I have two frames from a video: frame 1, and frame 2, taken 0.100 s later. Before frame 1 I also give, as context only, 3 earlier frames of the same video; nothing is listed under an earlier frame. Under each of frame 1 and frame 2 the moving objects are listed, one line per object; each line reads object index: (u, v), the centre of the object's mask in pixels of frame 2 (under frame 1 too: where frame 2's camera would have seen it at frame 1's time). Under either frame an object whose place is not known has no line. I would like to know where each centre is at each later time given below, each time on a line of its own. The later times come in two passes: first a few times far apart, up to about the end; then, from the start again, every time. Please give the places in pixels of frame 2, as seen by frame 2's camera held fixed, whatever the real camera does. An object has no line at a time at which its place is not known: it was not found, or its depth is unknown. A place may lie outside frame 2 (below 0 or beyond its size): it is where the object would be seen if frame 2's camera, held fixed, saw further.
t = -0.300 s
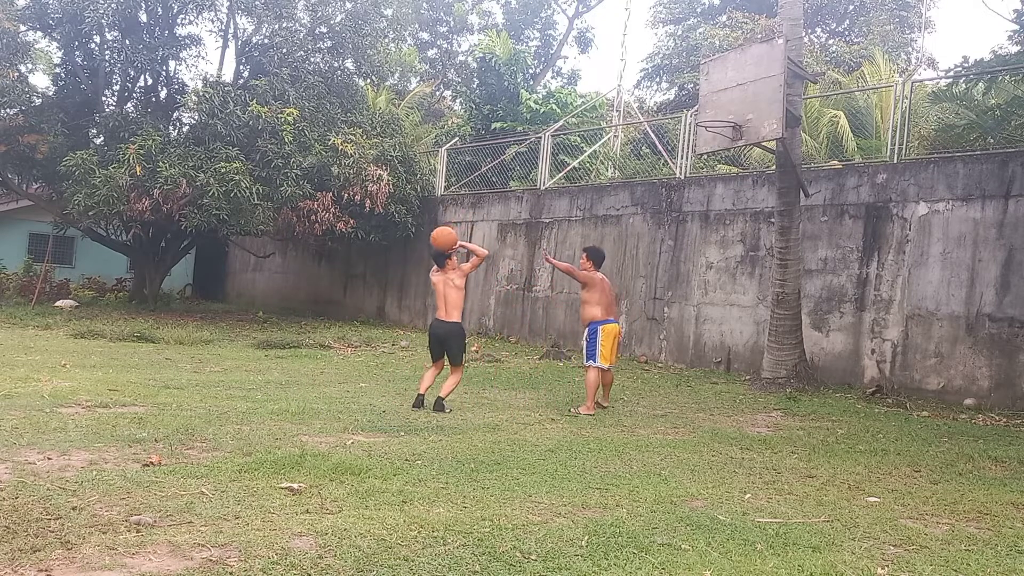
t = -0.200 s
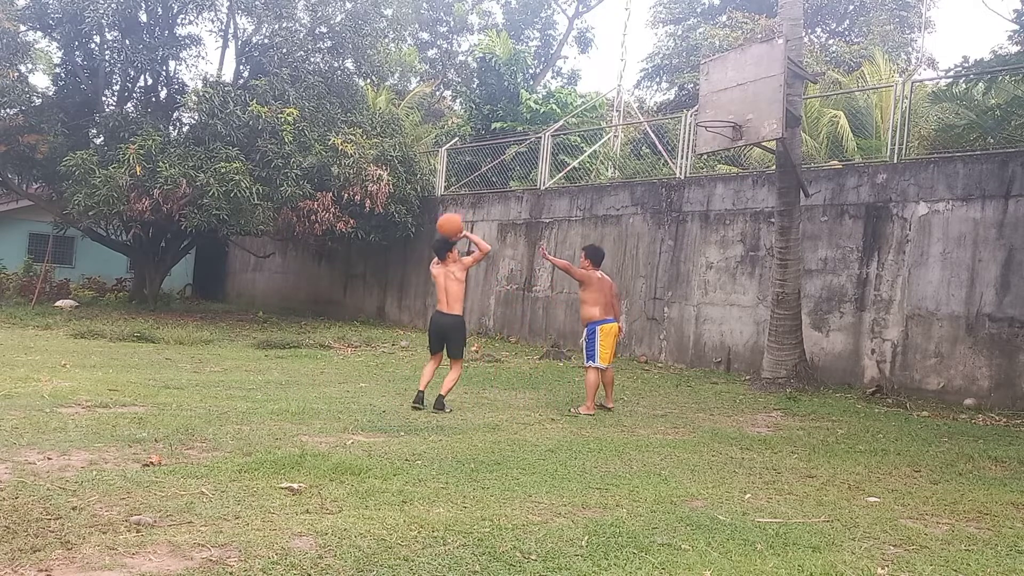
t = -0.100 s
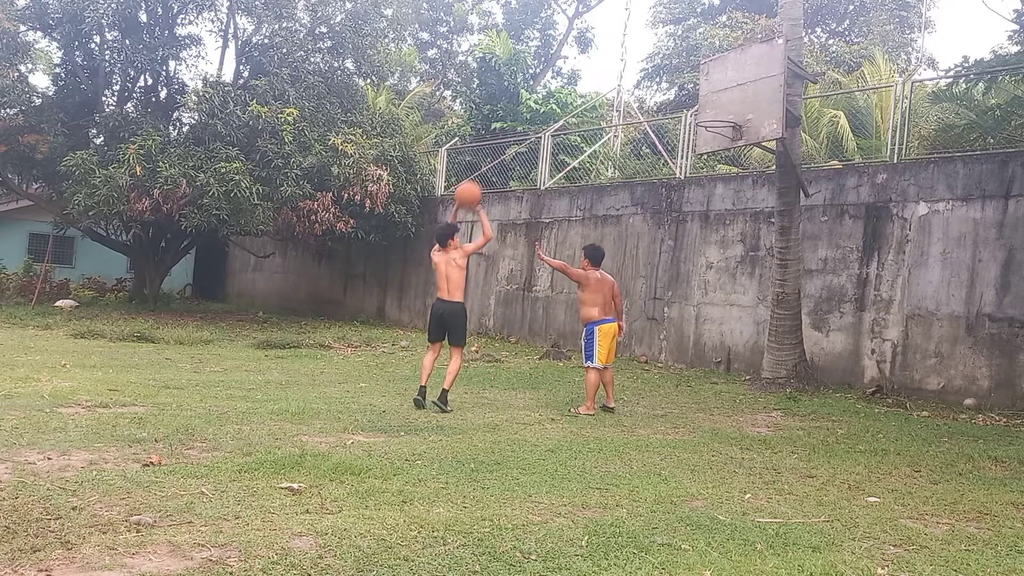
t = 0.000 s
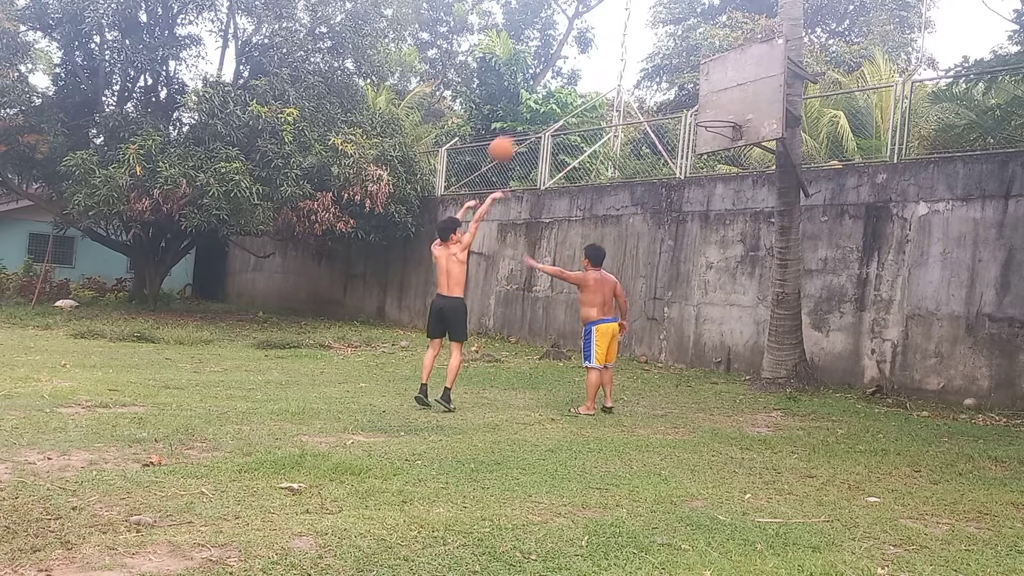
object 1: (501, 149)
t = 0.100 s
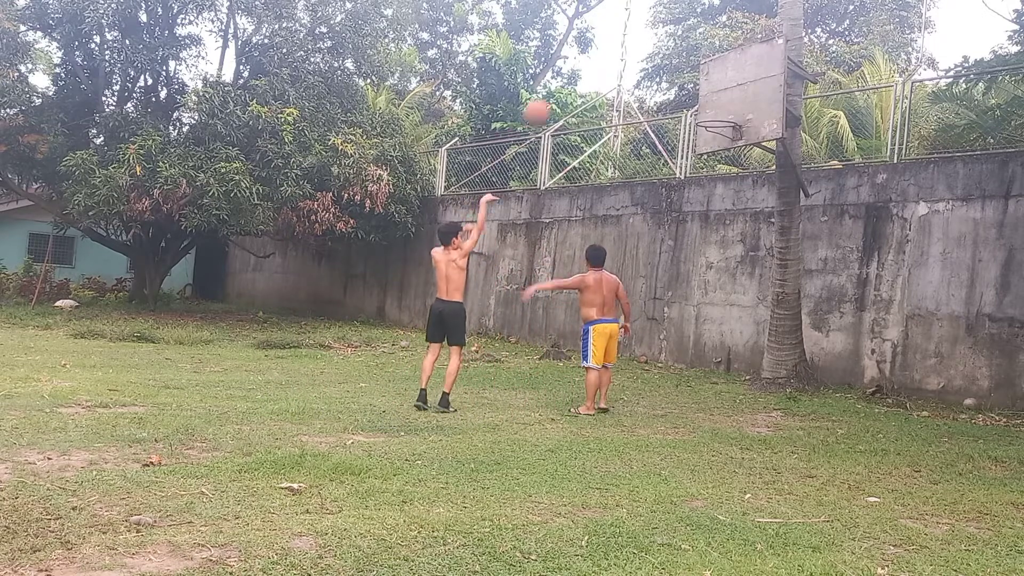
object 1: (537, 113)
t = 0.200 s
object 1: (570, 87)
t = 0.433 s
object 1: (639, 70)
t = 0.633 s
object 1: (688, 94)
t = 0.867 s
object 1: (736, 110)
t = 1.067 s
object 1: (764, 118)
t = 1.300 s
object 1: (786, 166)
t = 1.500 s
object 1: (799, 255)
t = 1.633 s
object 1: (808, 341)
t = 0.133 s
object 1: (549, 103)
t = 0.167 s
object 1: (559, 95)
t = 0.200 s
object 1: (570, 87)
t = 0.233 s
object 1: (579, 82)
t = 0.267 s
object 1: (590, 78)
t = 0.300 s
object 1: (601, 74)
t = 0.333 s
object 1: (611, 71)
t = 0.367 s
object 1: (620, 70)
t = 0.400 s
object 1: (629, 70)
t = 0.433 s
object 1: (639, 70)
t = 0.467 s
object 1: (647, 72)
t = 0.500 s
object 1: (656, 75)
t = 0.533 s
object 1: (664, 79)
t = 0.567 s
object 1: (673, 83)
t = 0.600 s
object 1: (681, 90)
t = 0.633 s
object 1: (688, 94)
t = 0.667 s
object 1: (695, 104)
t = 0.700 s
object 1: (703, 112)
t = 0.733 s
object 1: (711, 117)
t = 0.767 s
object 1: (719, 117)
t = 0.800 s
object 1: (726, 115)
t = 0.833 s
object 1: (731, 112)
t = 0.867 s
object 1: (736, 110)
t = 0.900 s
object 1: (741, 109)
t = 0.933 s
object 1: (745, 109)
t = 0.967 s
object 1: (750, 110)
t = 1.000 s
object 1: (755, 112)
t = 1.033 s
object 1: (760, 115)
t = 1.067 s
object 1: (764, 118)
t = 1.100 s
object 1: (768, 124)
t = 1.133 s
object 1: (772, 128)
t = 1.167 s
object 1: (774, 133)
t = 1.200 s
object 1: (776, 139)
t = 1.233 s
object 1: (780, 147)
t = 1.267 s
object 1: (783, 156)
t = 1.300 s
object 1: (786, 166)
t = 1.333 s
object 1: (788, 177)
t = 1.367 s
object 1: (790, 190)
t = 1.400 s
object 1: (793, 205)
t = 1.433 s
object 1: (796, 219)
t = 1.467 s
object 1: (797, 236)
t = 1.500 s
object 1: (799, 255)
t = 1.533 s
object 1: (802, 274)
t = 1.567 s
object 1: (804, 295)
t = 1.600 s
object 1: (806, 318)
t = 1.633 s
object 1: (808, 341)
